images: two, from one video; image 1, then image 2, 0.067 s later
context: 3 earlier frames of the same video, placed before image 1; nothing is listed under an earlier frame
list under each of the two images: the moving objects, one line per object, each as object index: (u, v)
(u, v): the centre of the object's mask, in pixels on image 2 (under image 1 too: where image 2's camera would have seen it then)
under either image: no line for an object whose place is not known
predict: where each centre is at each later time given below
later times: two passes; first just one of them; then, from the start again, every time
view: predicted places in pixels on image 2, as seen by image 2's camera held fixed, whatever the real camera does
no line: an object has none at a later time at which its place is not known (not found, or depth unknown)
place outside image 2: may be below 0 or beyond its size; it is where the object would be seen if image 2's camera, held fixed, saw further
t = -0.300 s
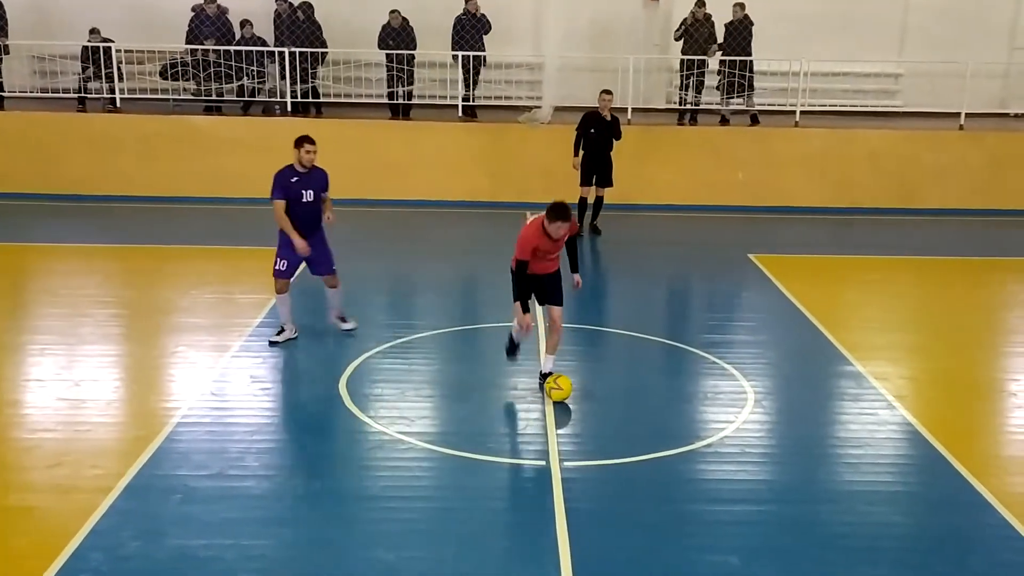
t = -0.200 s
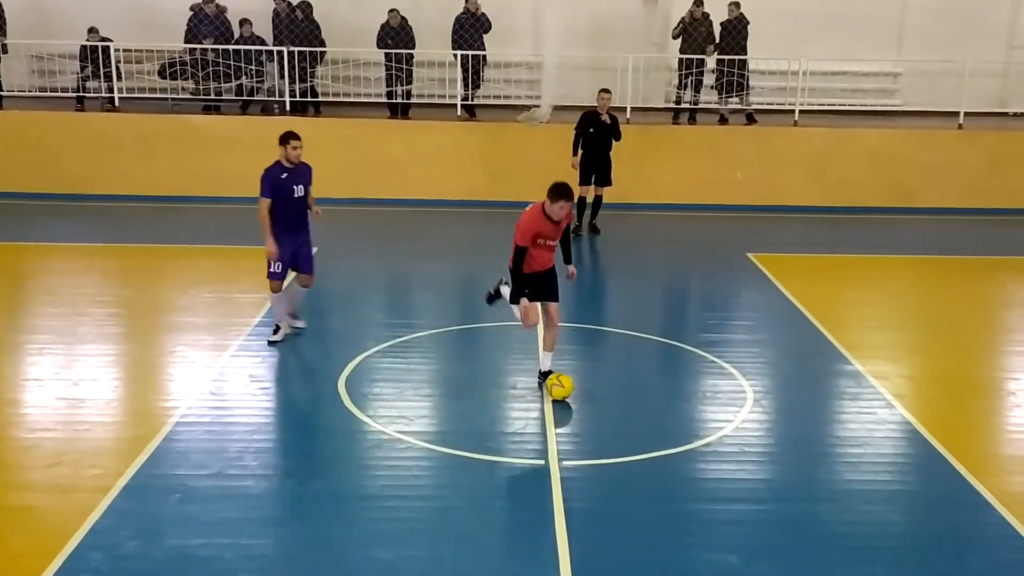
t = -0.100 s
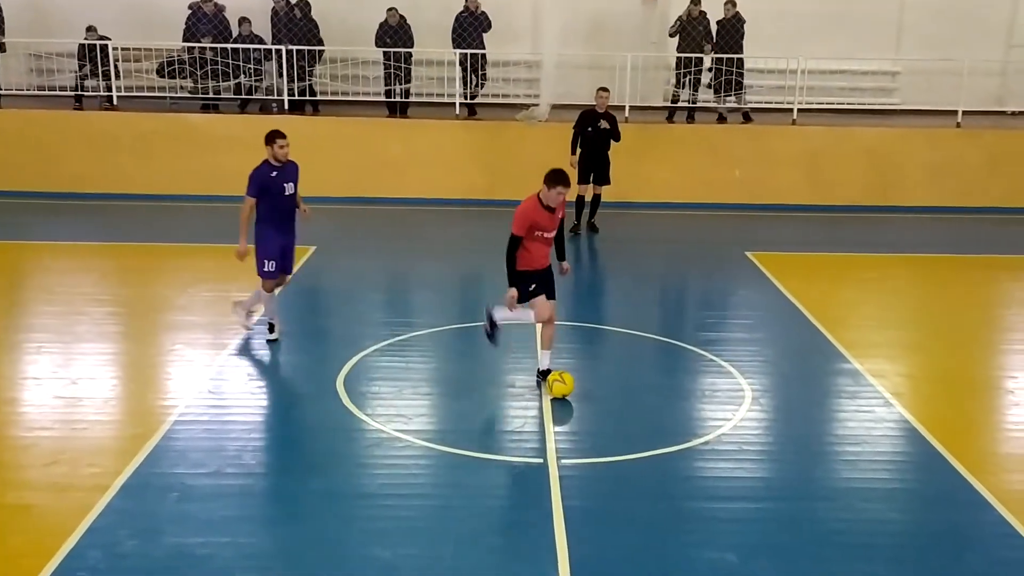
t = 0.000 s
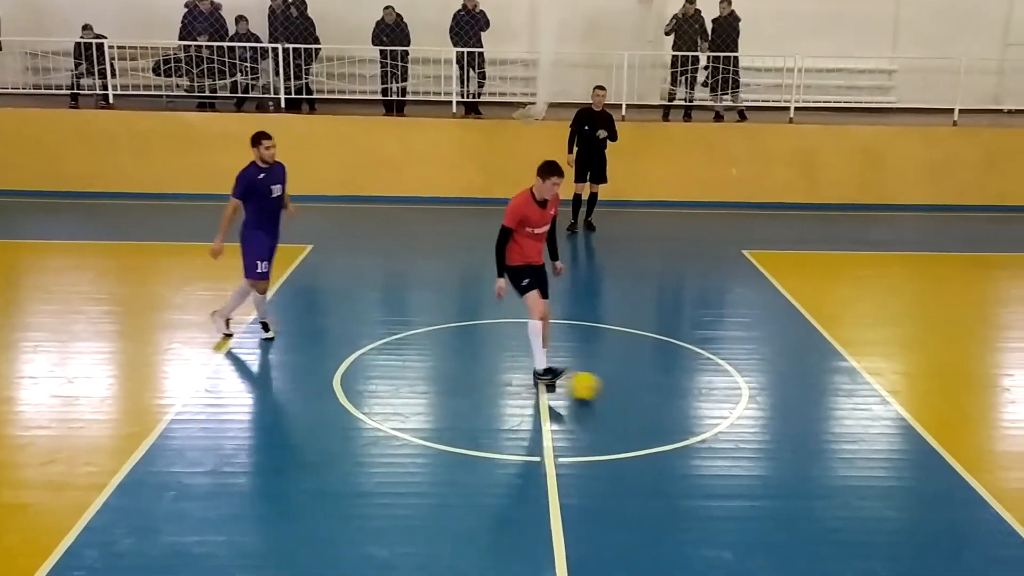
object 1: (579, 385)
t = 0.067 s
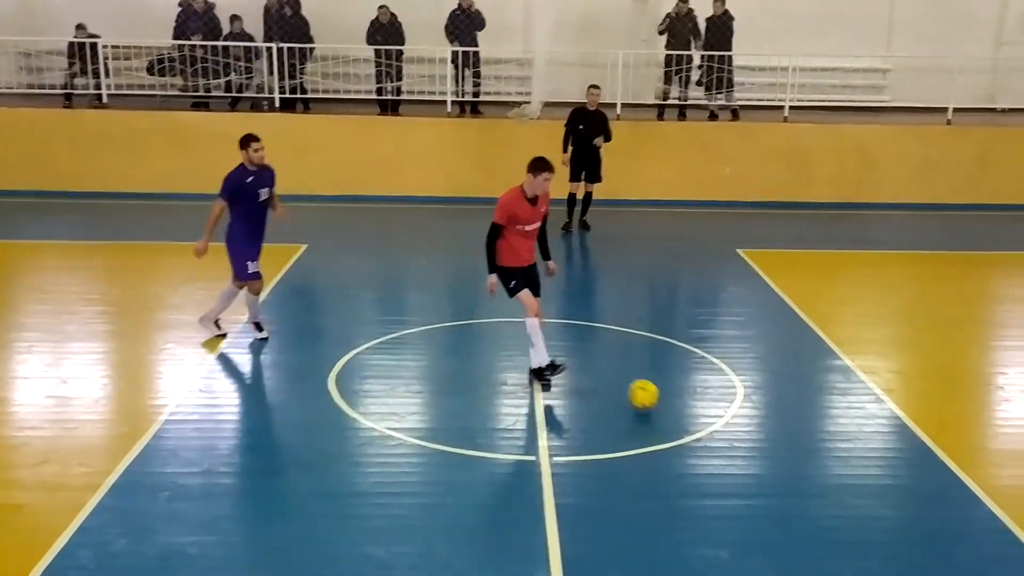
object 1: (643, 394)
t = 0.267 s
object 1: (828, 430)
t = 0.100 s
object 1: (674, 401)
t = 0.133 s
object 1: (706, 410)
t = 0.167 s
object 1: (737, 414)
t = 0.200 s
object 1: (768, 419)
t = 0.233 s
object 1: (798, 425)
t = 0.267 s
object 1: (828, 430)
